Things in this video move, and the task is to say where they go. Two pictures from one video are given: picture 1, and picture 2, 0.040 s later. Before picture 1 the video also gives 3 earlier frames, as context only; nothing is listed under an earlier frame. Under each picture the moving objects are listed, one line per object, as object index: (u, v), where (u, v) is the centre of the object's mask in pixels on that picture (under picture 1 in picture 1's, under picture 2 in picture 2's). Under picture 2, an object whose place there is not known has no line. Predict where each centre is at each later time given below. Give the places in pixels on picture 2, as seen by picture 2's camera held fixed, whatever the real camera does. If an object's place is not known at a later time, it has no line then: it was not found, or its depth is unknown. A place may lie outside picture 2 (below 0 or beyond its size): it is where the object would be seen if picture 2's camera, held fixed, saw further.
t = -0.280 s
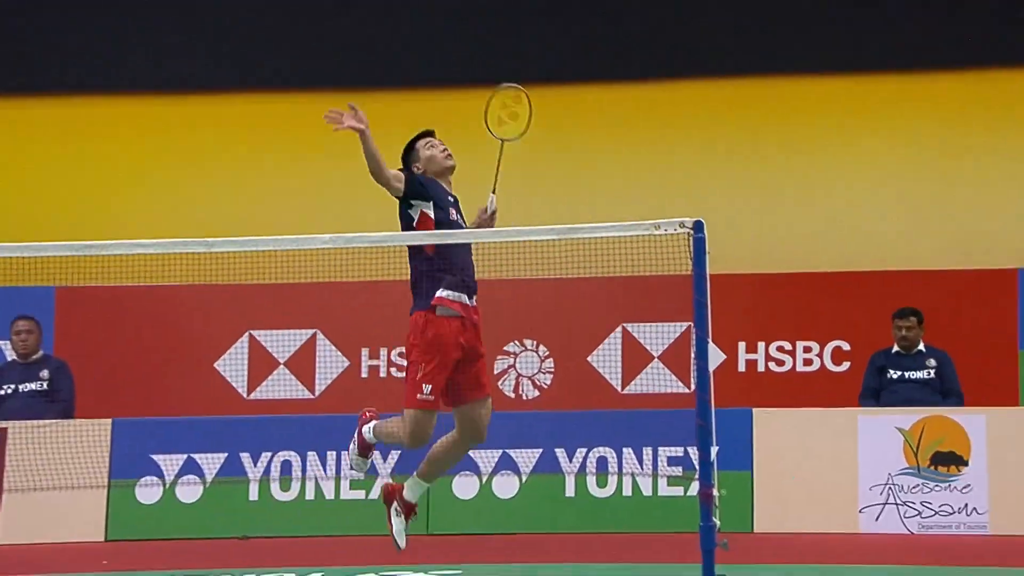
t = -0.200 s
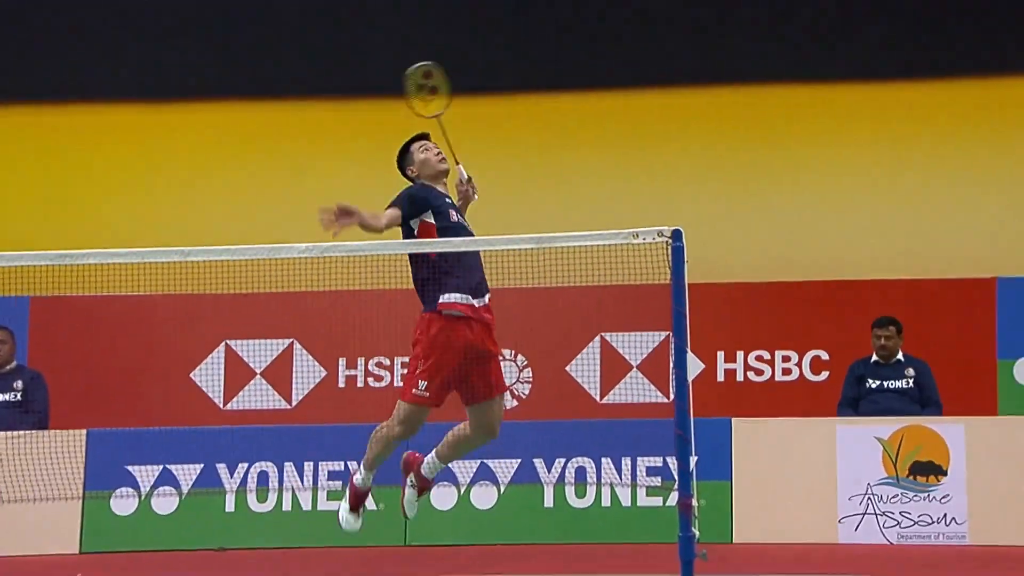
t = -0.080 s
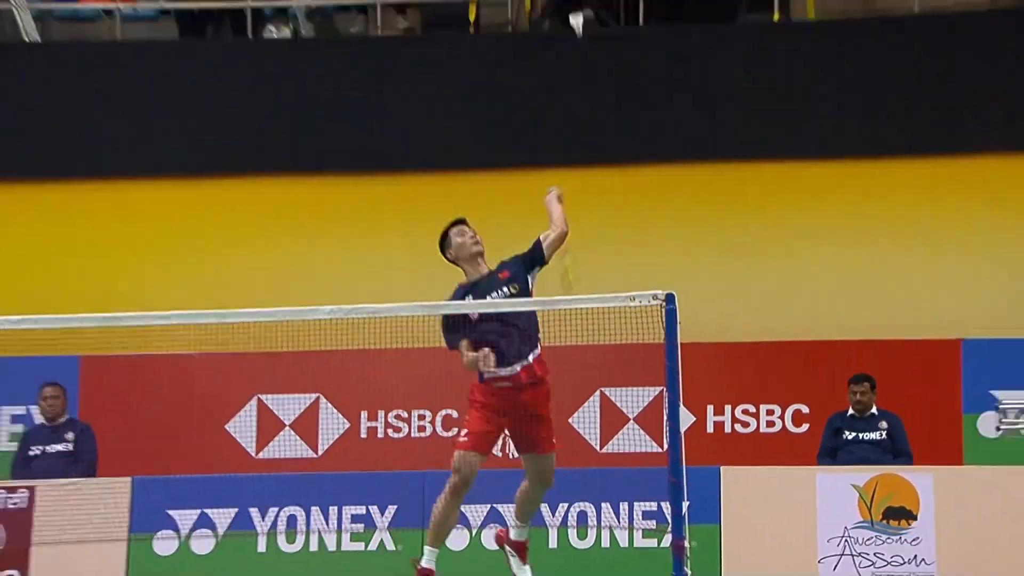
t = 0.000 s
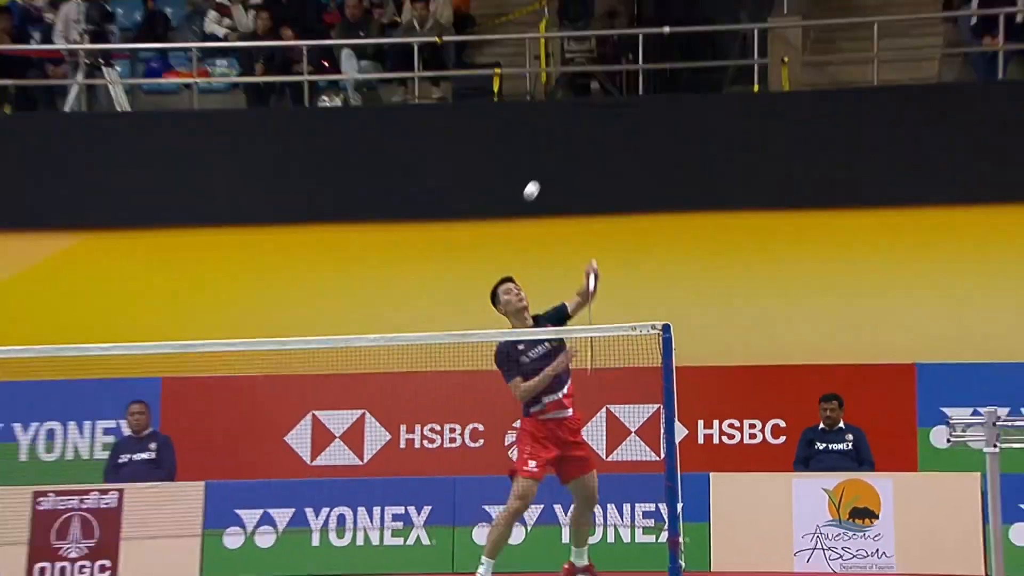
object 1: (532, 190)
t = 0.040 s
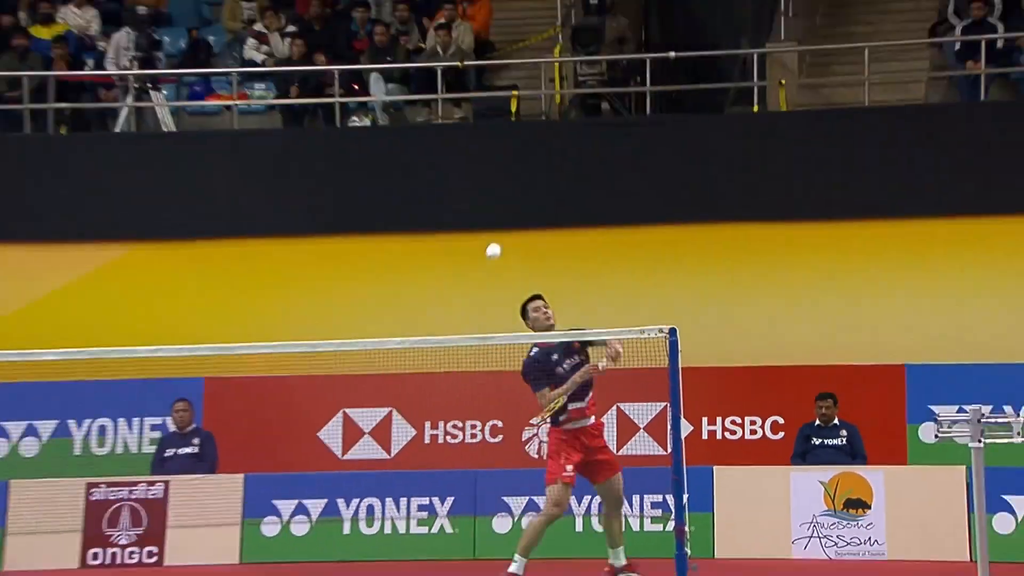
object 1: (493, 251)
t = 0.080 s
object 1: (445, 297)
